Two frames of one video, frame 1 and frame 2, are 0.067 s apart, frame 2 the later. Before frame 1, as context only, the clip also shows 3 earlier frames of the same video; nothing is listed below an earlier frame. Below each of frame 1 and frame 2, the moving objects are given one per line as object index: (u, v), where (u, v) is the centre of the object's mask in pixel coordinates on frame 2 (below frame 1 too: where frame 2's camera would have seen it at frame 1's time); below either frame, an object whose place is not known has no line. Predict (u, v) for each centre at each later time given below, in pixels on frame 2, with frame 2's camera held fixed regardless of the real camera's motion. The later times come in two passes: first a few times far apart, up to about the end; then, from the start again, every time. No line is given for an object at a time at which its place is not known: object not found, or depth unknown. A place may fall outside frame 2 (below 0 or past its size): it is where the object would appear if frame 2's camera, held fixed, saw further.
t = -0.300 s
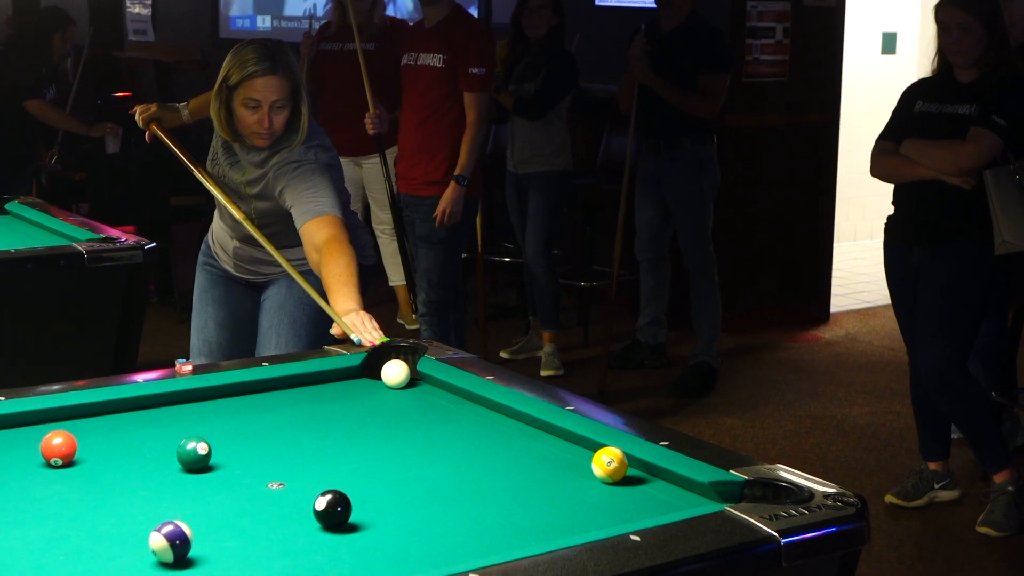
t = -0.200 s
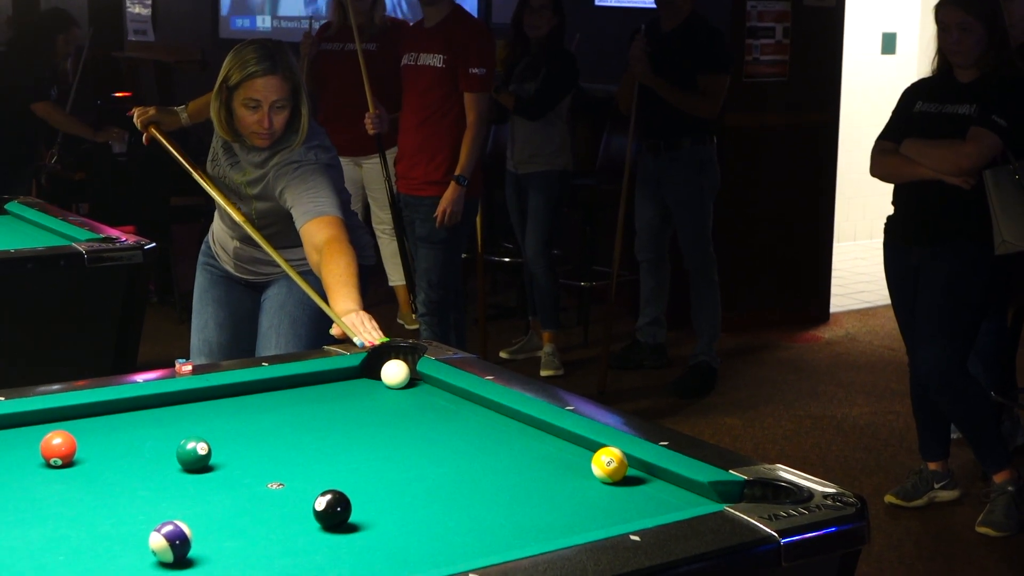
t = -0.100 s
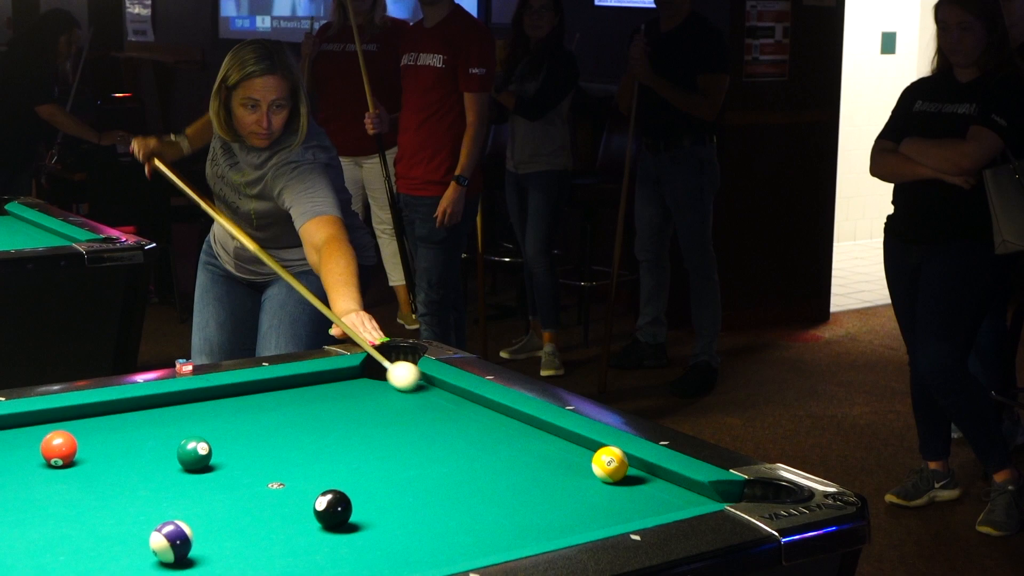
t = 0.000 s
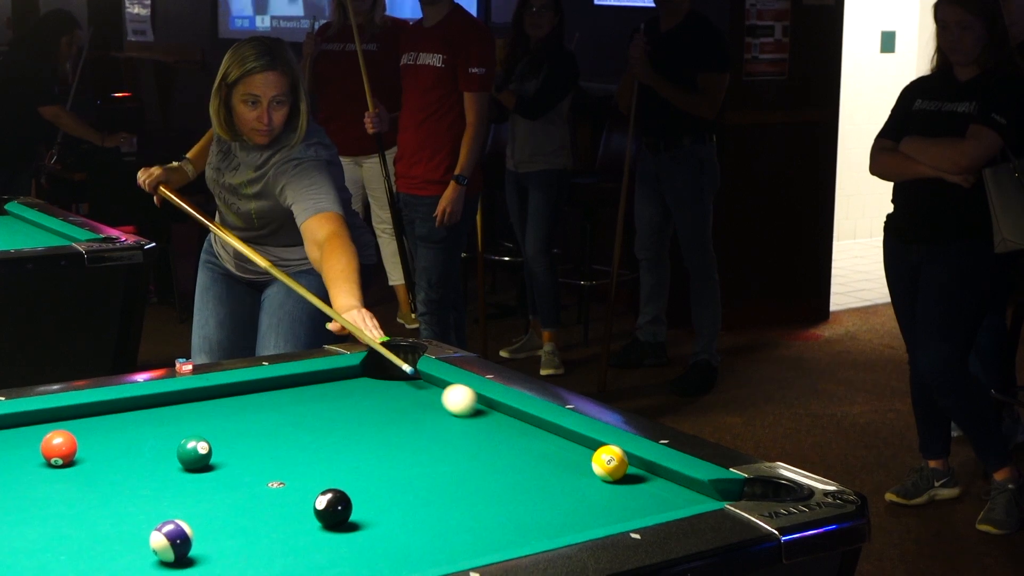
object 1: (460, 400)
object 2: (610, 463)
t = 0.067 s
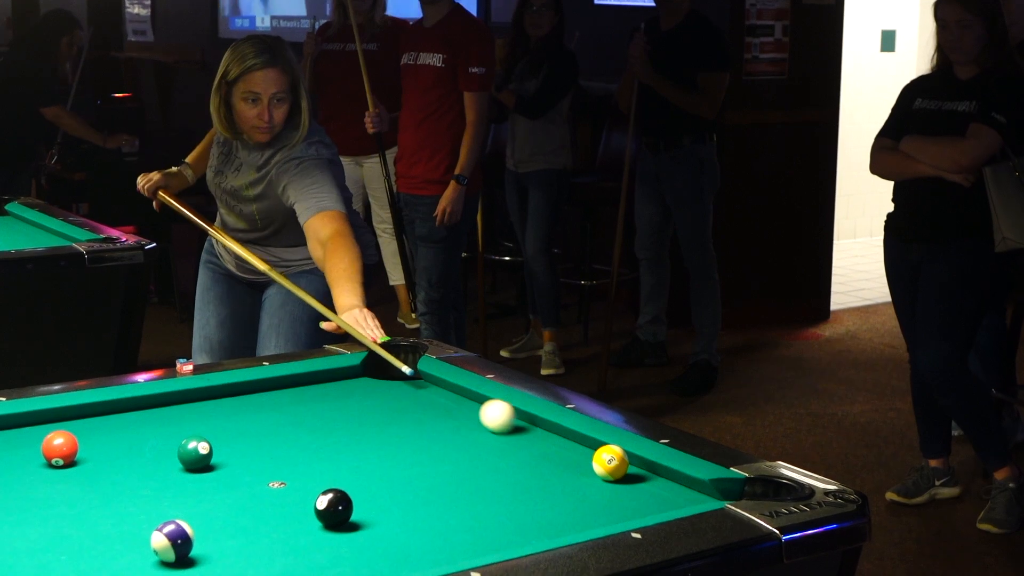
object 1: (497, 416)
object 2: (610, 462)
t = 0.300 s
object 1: (582, 458)
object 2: (664, 480)
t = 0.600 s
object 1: (603, 483)
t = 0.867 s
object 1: (624, 505)
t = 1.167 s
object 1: (607, 509)
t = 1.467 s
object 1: (570, 504)
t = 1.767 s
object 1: (537, 497)
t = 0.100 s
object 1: (516, 424)
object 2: (610, 462)
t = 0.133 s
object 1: (534, 432)
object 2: (611, 462)
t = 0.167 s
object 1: (552, 440)
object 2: (610, 462)
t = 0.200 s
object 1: (571, 448)
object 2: (610, 463)
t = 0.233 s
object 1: (583, 454)
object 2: (618, 464)
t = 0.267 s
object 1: (582, 456)
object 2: (642, 473)
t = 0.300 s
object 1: (582, 458)
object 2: (664, 480)
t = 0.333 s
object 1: (582, 460)
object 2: (686, 487)
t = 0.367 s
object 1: (584, 463)
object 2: (706, 490)
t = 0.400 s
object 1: (587, 466)
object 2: (727, 494)
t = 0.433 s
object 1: (590, 468)
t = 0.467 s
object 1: (592, 471)
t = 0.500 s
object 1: (595, 474)
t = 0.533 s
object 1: (598, 477)
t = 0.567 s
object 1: (600, 480)
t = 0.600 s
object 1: (603, 483)
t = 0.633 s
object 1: (605, 486)
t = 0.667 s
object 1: (608, 489)
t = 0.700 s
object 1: (611, 492)
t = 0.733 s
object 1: (613, 494)
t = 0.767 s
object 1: (616, 497)
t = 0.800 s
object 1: (619, 501)
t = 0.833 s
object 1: (621, 503)
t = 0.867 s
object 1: (624, 505)
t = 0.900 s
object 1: (627, 506)
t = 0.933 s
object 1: (629, 508)
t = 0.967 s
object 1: (632, 510)
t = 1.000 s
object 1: (629, 510)
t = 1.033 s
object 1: (624, 510)
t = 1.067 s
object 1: (620, 510)
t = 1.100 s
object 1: (615, 509)
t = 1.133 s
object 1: (611, 509)
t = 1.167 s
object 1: (607, 509)
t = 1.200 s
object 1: (603, 509)
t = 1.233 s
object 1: (598, 509)
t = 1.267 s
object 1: (594, 509)
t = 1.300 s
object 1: (590, 508)
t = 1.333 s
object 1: (586, 507)
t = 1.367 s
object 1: (582, 506)
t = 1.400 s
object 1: (577, 506)
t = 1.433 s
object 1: (573, 504)
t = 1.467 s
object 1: (570, 504)
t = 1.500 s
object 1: (566, 503)
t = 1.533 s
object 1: (562, 502)
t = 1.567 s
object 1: (558, 501)
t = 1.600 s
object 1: (555, 501)
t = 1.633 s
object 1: (551, 500)
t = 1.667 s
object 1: (548, 500)
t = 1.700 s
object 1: (544, 499)
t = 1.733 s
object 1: (541, 498)
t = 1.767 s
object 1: (537, 497)
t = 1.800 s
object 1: (534, 497)
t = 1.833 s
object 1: (531, 496)
